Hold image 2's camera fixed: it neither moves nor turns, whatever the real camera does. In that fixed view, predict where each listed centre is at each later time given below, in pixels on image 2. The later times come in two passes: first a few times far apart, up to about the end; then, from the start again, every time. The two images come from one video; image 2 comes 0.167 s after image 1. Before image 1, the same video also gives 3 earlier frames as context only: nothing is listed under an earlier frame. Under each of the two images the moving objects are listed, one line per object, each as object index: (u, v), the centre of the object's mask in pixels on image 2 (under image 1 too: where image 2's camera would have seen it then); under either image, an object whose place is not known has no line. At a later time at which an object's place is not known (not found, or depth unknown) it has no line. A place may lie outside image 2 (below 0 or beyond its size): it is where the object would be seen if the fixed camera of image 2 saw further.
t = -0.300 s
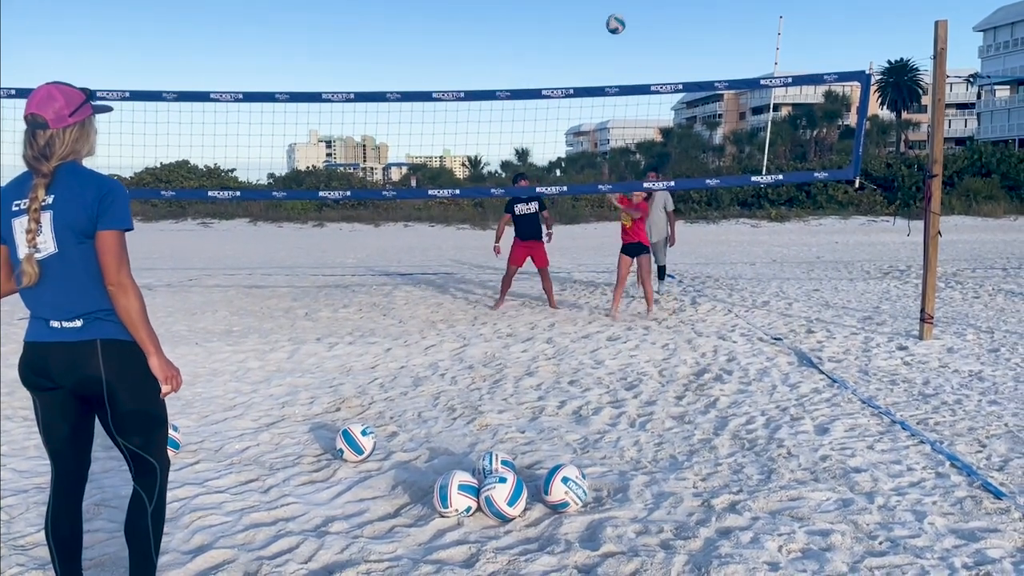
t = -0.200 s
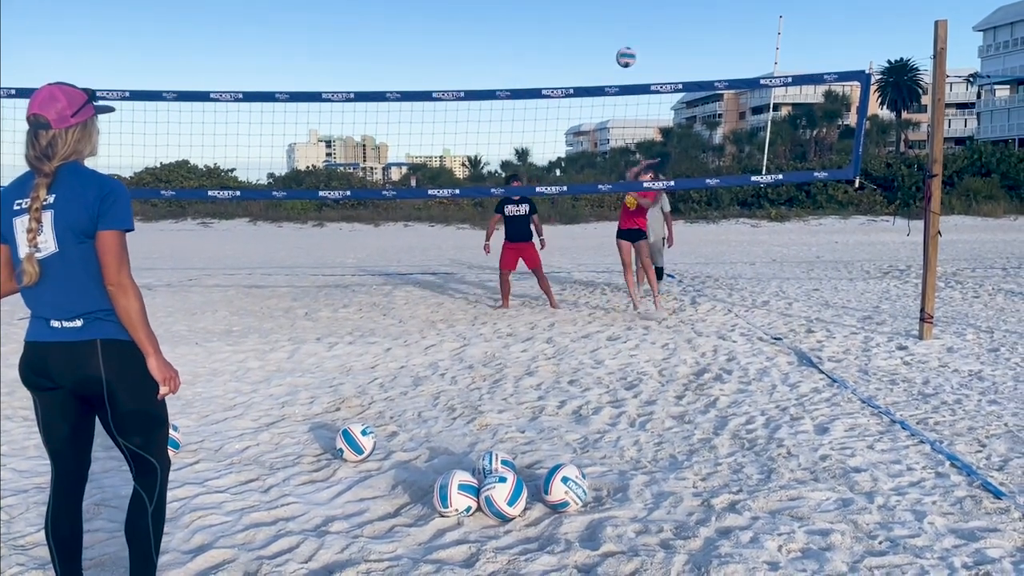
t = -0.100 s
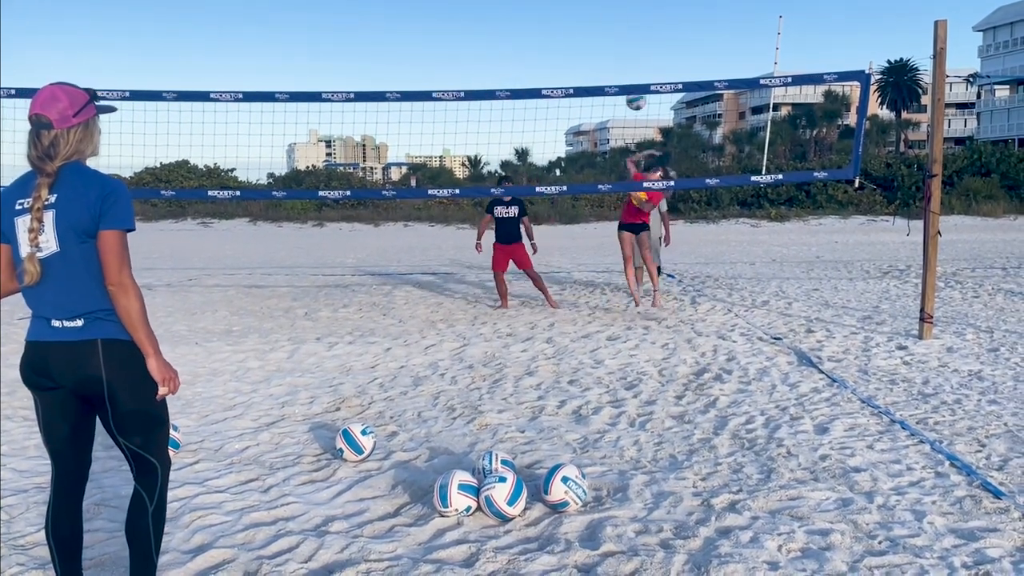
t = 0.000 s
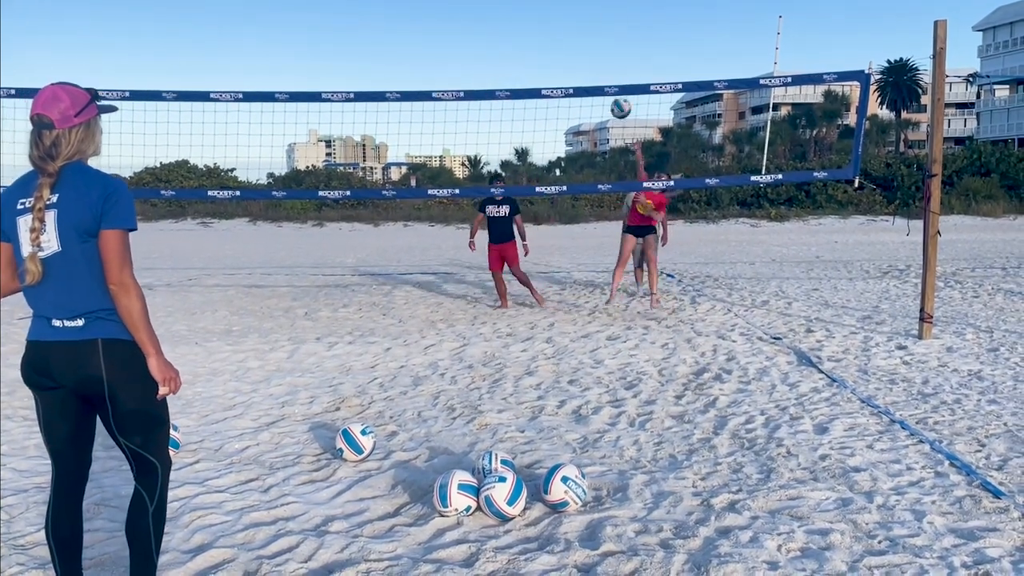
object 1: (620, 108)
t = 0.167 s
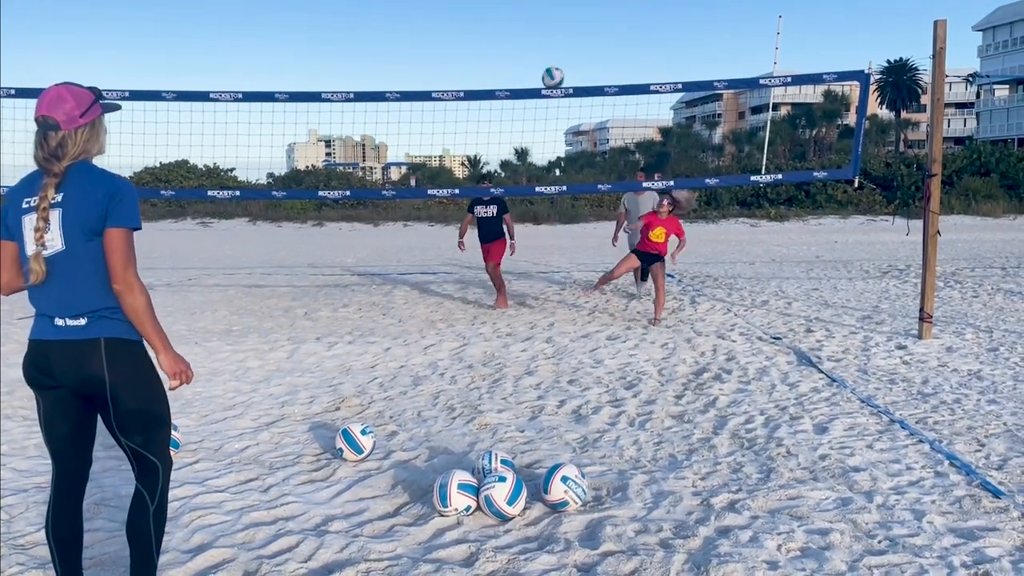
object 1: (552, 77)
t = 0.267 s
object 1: (510, 68)
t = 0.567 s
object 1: (359, 103)
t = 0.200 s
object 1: (539, 74)
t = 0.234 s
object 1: (525, 70)
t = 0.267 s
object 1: (510, 68)
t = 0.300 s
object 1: (496, 66)
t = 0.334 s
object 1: (480, 66)
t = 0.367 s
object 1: (464, 67)
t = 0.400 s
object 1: (448, 69)
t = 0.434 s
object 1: (432, 73)
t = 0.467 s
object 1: (414, 78)
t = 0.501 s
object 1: (396, 85)
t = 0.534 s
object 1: (378, 93)
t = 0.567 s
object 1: (359, 103)
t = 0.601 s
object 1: (340, 114)
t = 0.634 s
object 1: (320, 128)
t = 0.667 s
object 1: (300, 143)
